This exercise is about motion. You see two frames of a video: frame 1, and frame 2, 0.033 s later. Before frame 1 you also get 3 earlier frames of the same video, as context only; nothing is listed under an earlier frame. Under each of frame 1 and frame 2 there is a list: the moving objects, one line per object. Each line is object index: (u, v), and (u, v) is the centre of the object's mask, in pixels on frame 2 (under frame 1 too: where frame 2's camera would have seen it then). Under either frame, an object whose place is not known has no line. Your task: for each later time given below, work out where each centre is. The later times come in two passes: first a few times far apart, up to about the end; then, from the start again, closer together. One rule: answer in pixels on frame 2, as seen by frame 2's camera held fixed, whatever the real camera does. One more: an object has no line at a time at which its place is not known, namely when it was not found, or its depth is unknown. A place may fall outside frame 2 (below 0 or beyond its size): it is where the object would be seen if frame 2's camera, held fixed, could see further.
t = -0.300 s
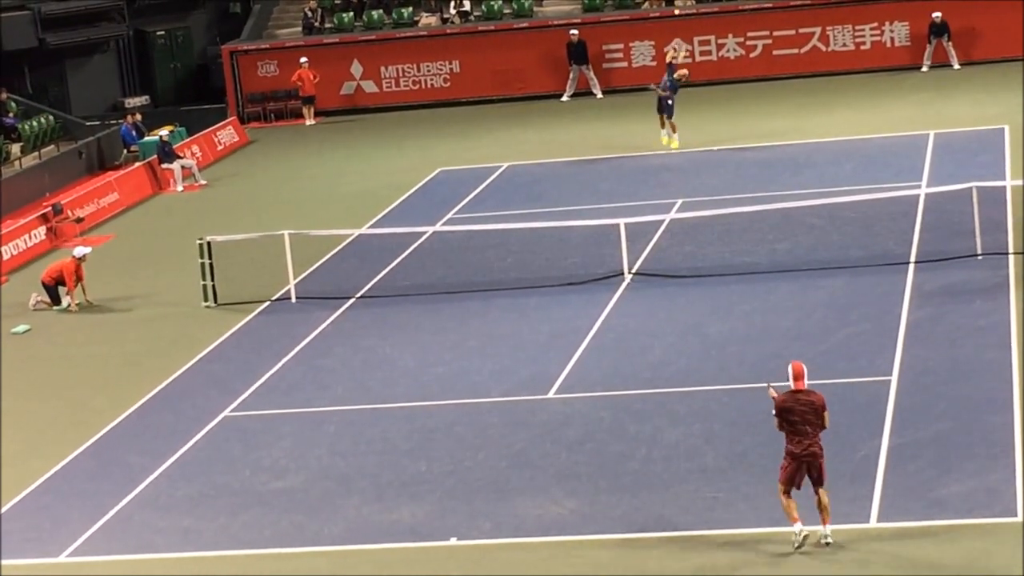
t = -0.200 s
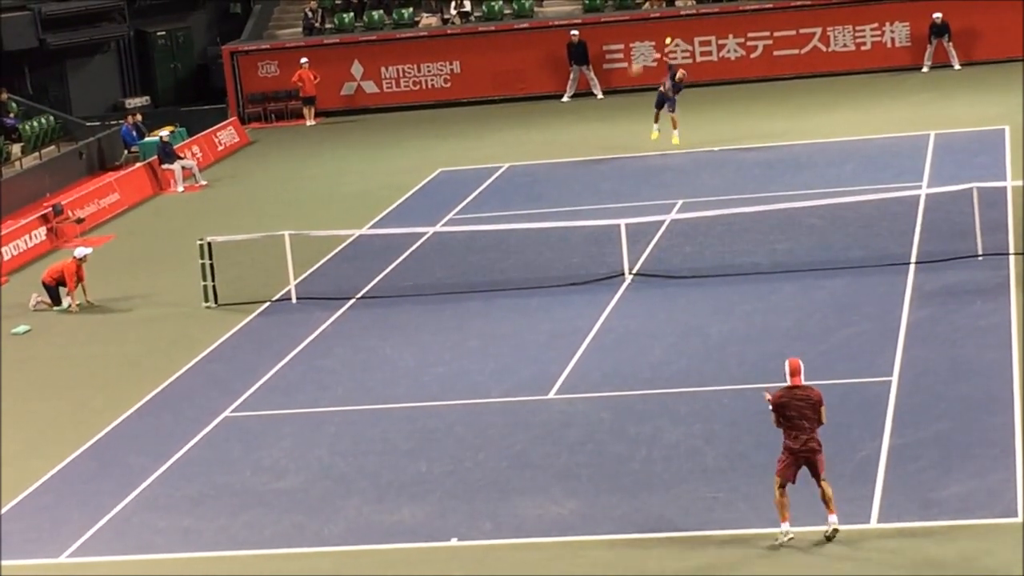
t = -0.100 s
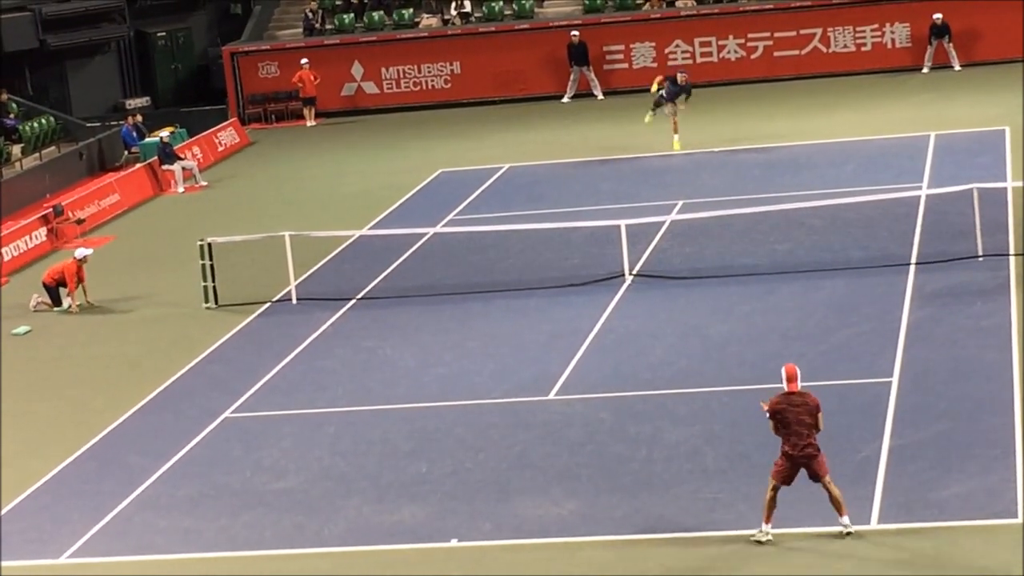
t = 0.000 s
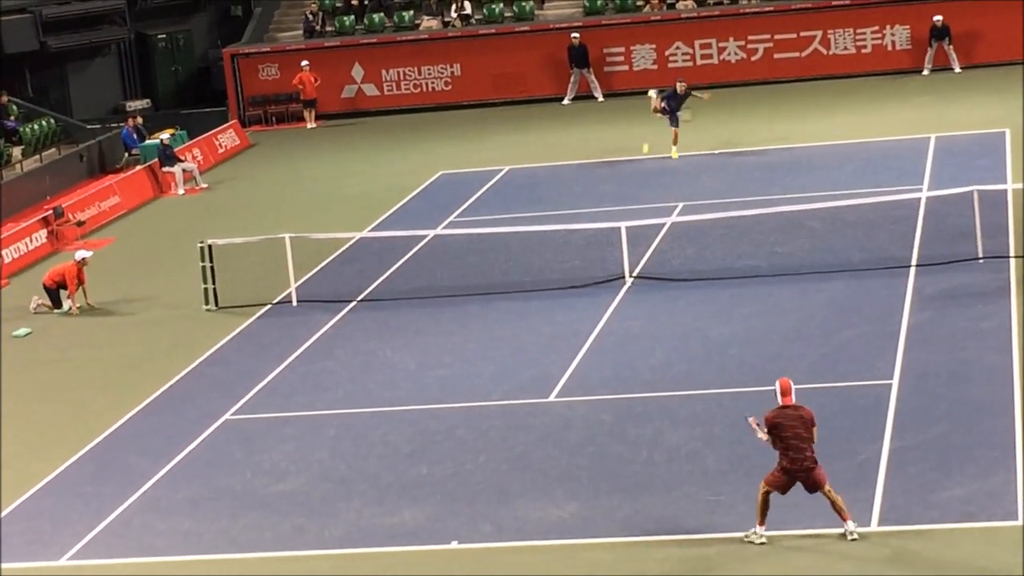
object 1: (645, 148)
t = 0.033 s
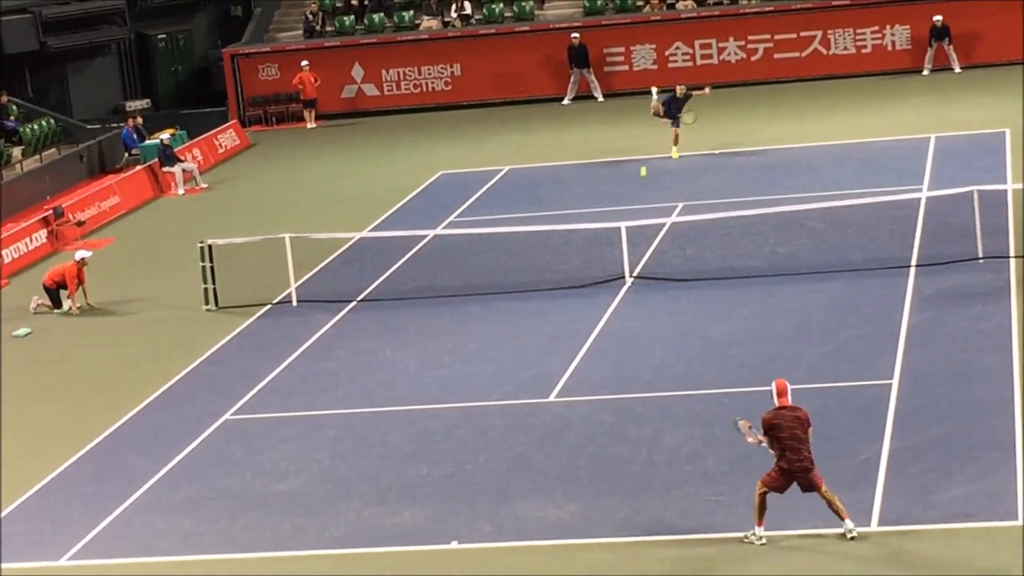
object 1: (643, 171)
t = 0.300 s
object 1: (634, 338)
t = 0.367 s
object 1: (626, 331)
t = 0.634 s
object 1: (602, 352)
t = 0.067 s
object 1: (641, 195)
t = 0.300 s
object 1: (634, 338)
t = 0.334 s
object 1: (630, 334)
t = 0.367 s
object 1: (626, 331)
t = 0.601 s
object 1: (605, 345)
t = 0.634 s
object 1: (602, 352)
